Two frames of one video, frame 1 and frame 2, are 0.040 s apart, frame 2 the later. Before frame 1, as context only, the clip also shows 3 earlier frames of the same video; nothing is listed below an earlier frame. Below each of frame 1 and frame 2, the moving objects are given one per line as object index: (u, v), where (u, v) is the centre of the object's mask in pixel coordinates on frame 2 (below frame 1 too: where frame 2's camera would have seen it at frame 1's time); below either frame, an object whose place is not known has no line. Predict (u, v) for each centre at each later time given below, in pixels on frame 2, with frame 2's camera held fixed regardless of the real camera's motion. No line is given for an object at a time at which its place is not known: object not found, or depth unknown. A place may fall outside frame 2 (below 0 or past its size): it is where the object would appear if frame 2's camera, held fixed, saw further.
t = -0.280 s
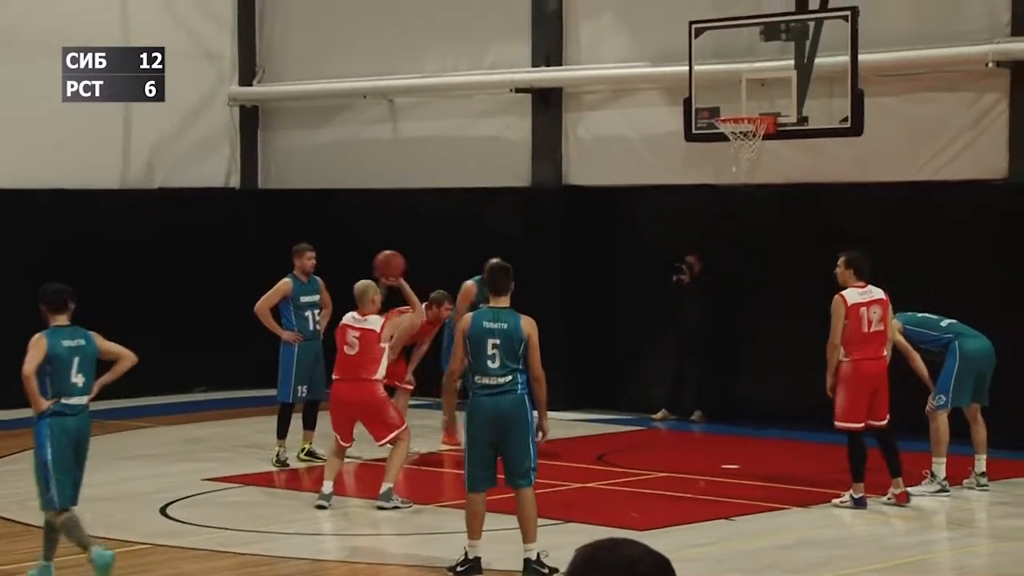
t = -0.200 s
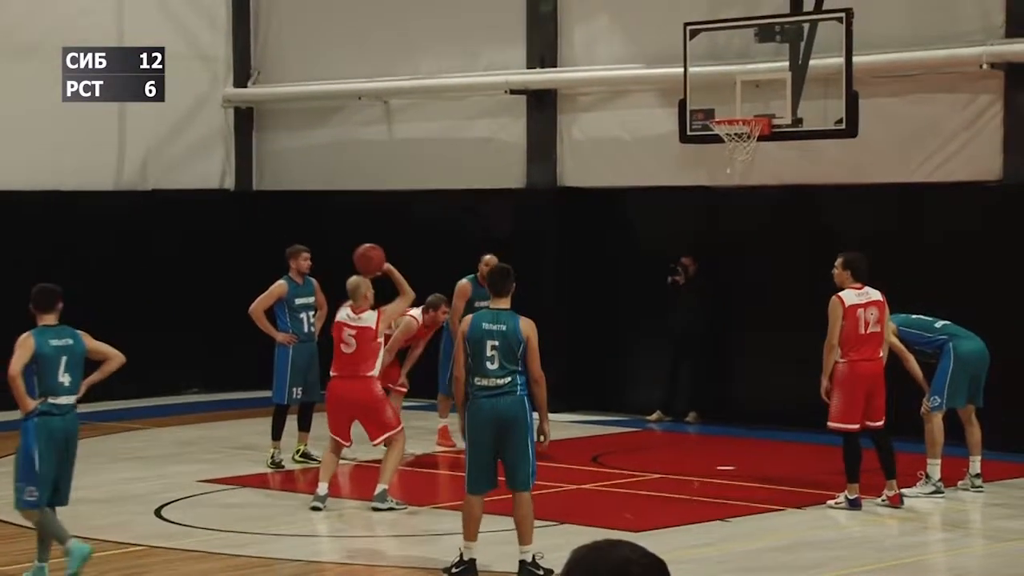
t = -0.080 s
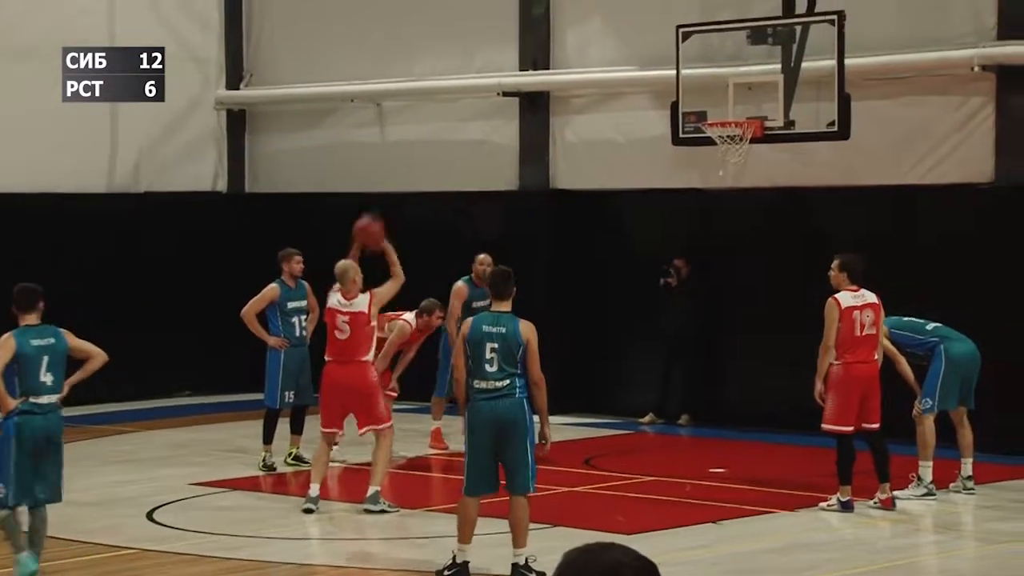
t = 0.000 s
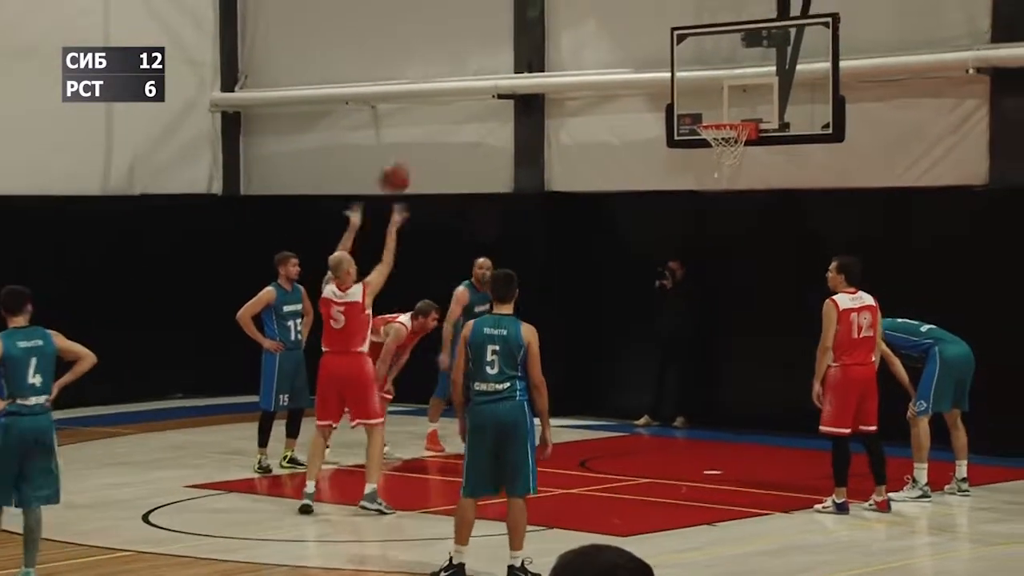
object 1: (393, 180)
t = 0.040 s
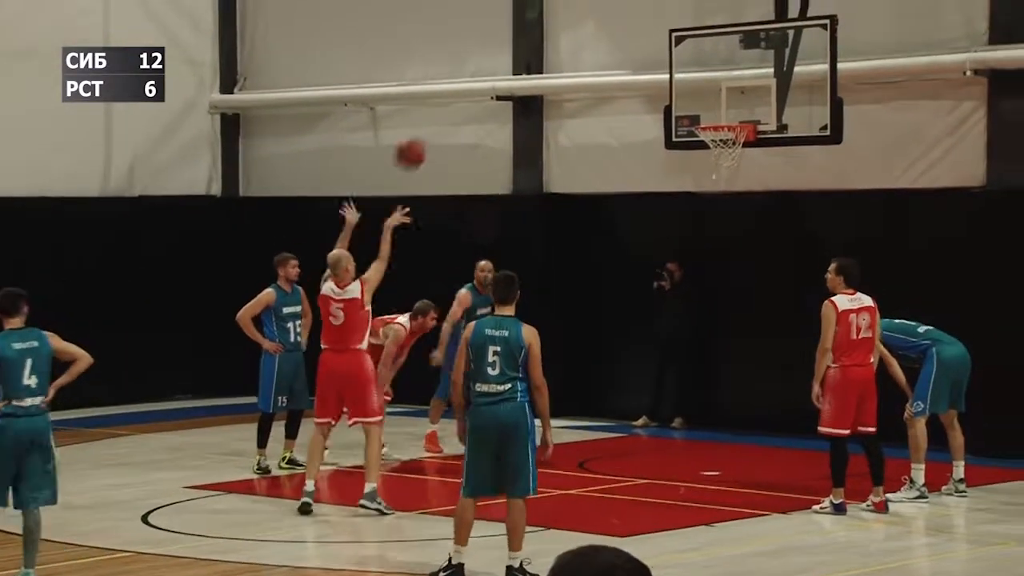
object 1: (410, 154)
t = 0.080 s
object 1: (427, 129)
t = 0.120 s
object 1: (443, 107)
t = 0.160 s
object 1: (459, 87)
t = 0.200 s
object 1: (476, 68)
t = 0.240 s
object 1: (492, 53)
